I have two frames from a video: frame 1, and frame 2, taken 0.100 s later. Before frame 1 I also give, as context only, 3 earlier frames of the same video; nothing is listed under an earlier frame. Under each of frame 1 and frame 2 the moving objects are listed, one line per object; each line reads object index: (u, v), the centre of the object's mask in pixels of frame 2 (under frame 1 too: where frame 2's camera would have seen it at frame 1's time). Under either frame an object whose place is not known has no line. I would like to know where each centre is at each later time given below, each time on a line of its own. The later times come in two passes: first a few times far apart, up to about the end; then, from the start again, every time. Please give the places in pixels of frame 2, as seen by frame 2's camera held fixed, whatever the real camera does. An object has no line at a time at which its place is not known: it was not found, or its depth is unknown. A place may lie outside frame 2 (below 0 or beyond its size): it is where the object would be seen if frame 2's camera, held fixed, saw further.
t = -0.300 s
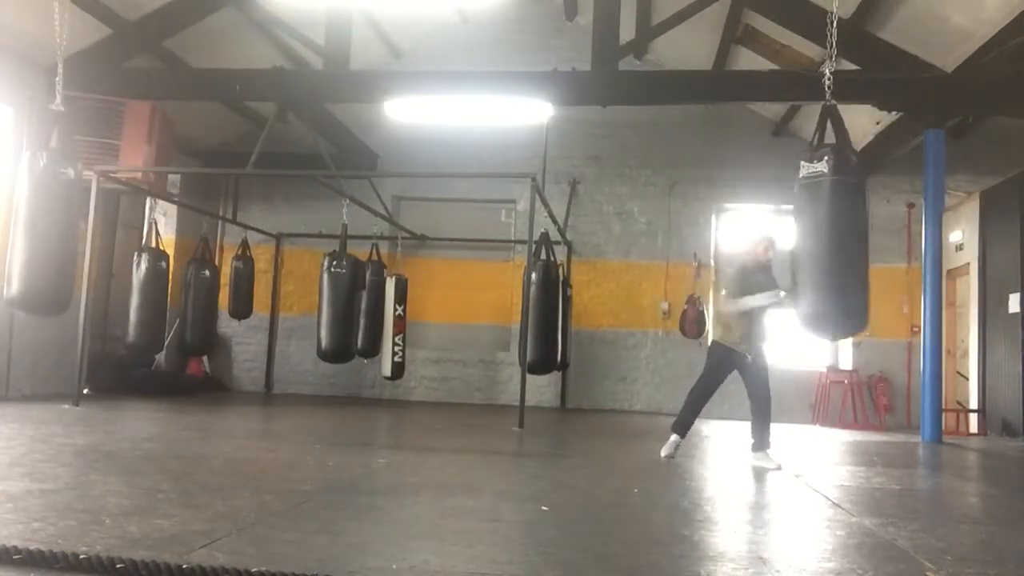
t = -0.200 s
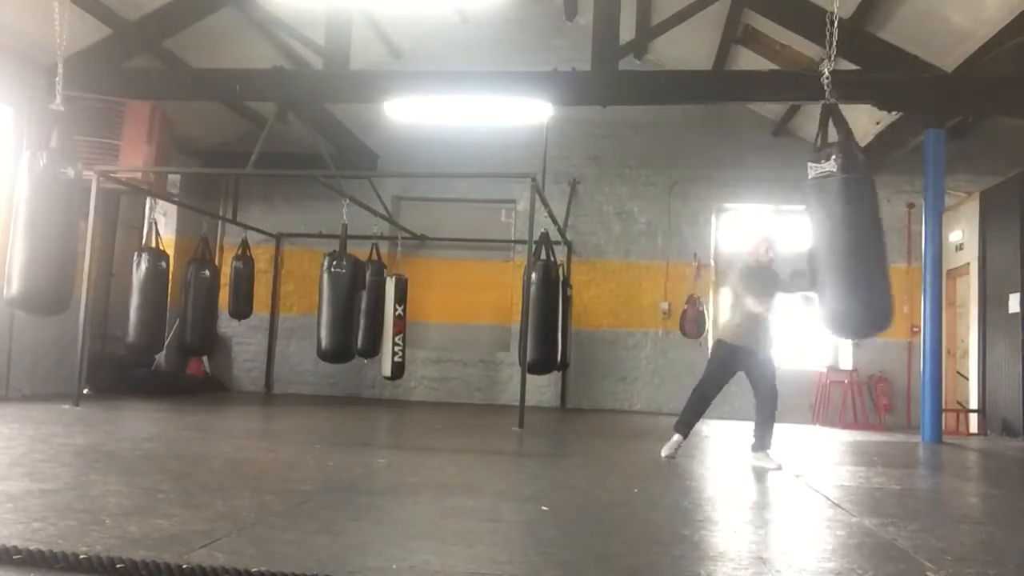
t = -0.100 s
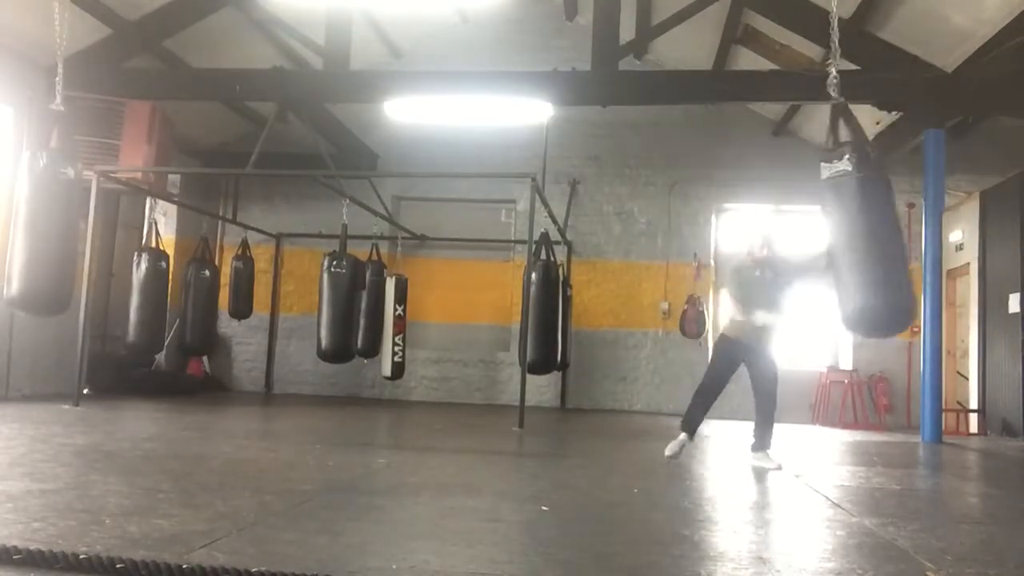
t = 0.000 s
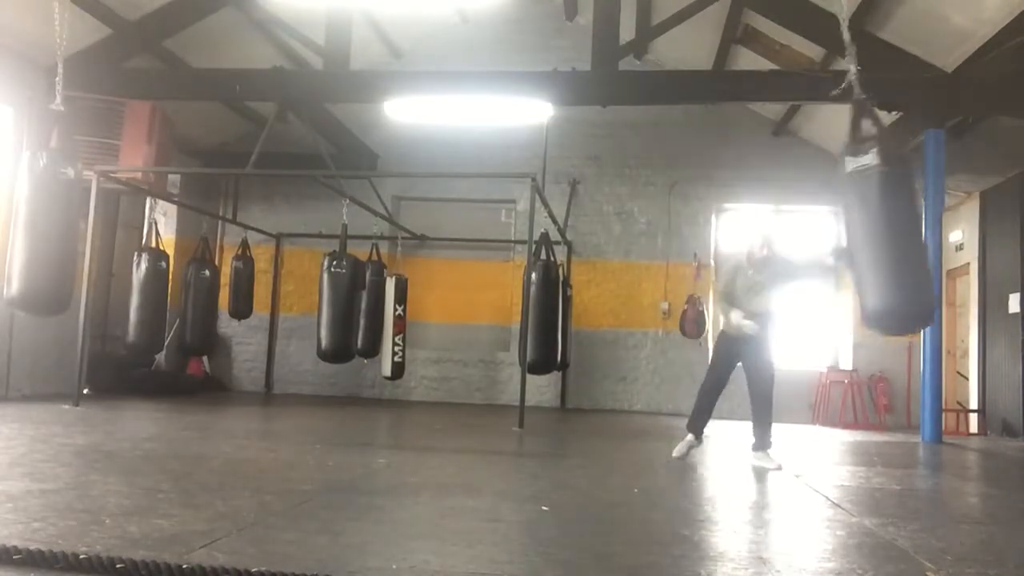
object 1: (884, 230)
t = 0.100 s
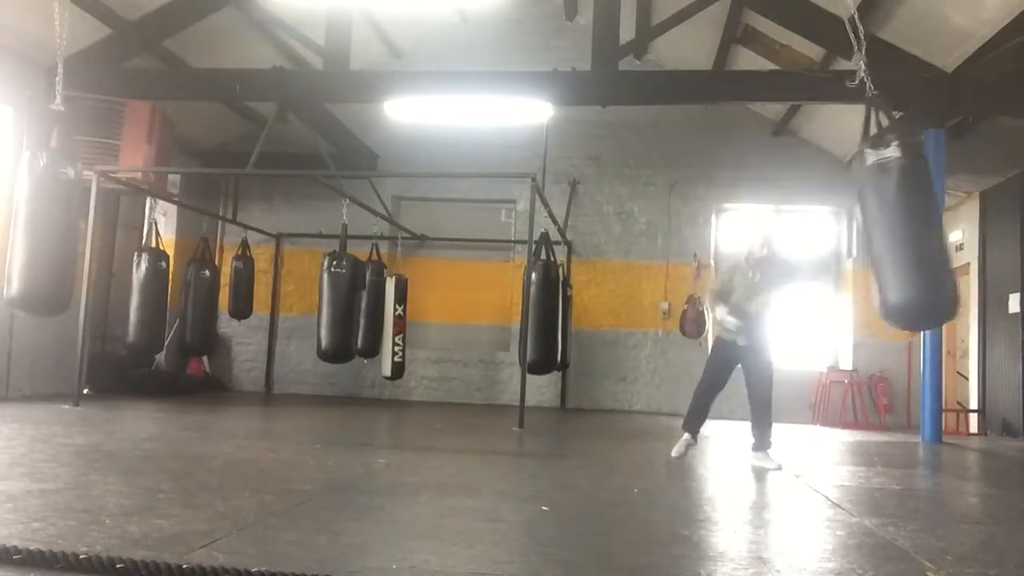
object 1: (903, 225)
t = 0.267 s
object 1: (922, 219)
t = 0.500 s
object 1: (928, 223)
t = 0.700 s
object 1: (909, 234)
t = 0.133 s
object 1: (907, 223)
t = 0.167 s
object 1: (912, 221)
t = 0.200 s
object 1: (916, 221)
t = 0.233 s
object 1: (920, 220)
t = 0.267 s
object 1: (922, 219)
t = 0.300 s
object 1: (924, 219)
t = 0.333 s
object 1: (926, 219)
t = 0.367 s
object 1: (928, 219)
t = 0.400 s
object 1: (929, 220)
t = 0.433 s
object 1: (929, 221)
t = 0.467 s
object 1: (929, 222)
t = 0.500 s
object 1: (928, 223)
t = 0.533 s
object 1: (926, 223)
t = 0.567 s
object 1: (924, 224)
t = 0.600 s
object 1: (921, 225)
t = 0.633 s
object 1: (917, 226)
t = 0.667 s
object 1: (913, 226)
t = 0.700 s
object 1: (909, 234)
